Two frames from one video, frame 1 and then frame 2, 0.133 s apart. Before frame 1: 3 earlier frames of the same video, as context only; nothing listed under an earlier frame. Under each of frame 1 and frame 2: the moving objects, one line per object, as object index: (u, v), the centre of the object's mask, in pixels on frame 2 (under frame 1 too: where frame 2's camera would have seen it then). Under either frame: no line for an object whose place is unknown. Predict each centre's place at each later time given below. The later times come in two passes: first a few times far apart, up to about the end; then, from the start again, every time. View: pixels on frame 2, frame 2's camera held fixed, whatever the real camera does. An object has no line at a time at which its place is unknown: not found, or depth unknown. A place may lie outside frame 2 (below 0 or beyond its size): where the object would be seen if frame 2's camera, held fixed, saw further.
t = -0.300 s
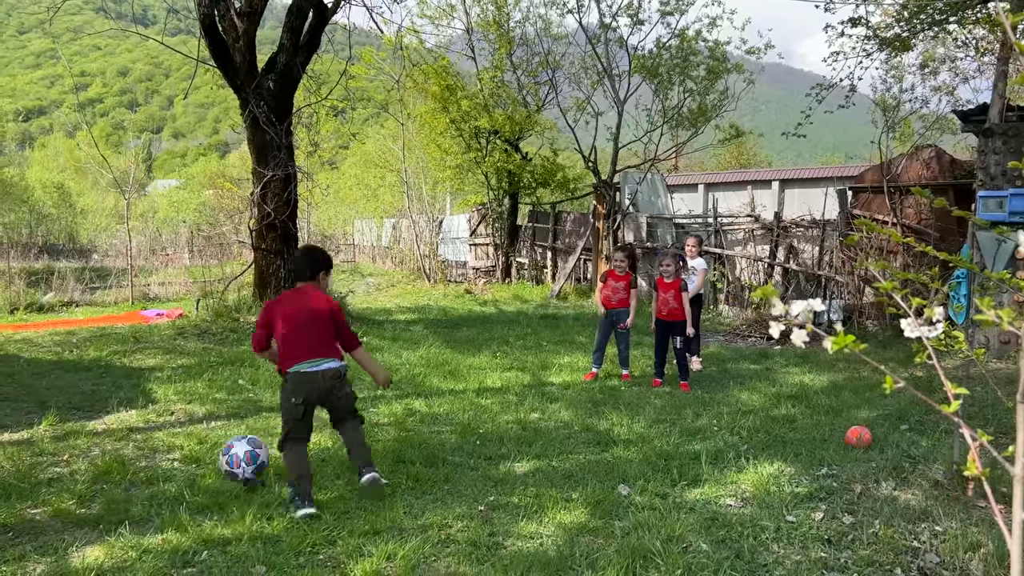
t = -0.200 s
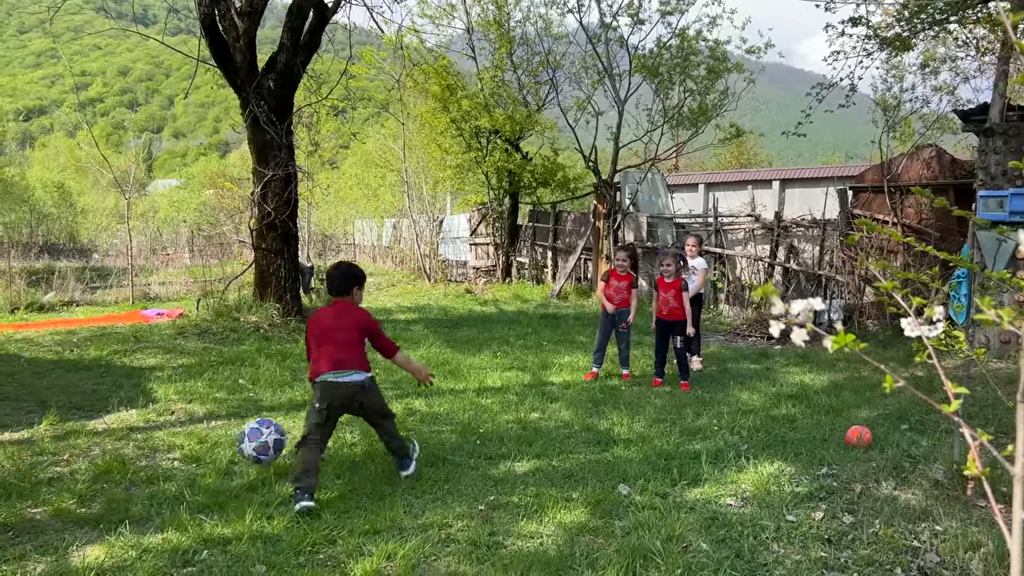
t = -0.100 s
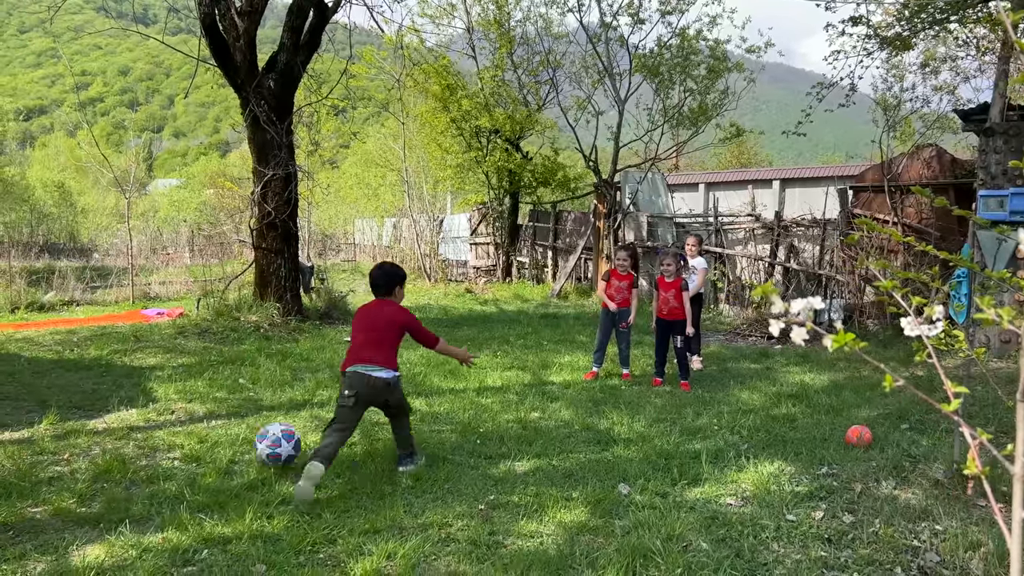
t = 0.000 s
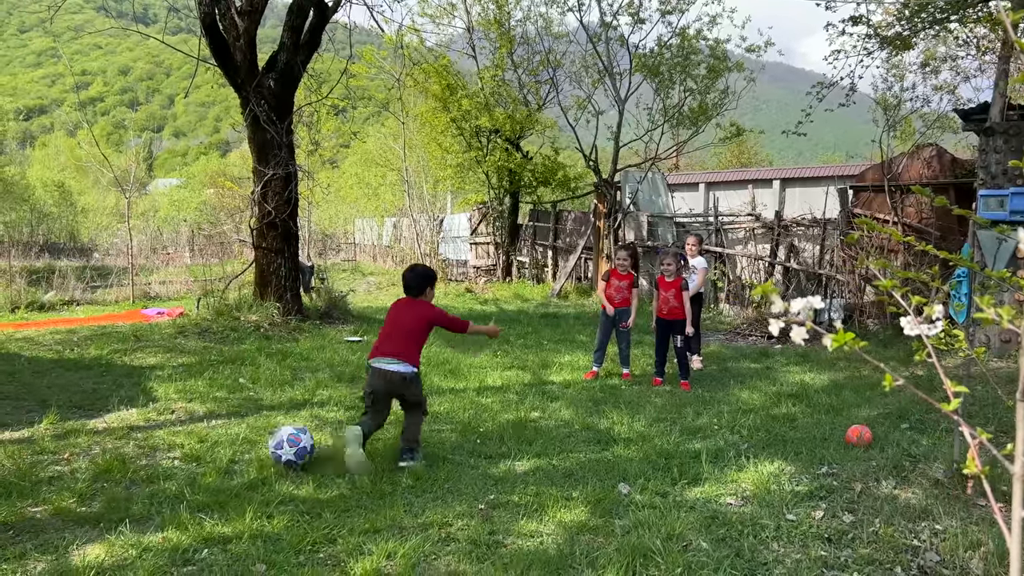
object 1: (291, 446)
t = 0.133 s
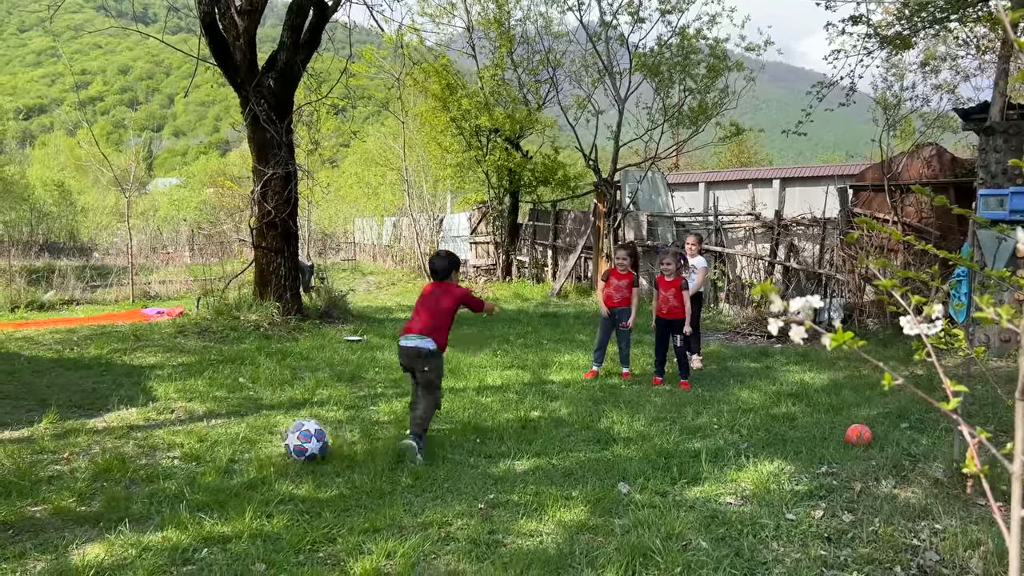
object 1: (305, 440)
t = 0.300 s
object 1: (322, 434)
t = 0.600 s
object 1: (344, 426)
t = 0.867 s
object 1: (348, 422)
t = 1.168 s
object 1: (348, 421)
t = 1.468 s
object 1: (347, 421)
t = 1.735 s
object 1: (343, 422)
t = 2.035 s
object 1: (341, 423)
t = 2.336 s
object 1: (341, 423)
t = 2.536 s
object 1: (342, 423)
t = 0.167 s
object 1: (309, 440)
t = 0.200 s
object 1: (313, 437)
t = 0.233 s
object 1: (316, 436)
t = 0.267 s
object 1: (319, 435)
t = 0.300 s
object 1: (322, 434)
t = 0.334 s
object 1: (325, 434)
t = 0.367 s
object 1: (328, 432)
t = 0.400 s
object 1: (330, 430)
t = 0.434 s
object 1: (334, 429)
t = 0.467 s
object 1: (335, 428)
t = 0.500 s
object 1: (337, 427)
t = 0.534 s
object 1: (340, 426)
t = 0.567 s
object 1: (341, 426)
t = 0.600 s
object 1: (344, 426)
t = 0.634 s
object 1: (345, 425)
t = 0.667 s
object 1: (346, 425)
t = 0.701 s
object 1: (347, 424)
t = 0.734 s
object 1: (347, 424)
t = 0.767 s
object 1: (347, 423)
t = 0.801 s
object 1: (348, 423)
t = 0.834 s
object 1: (348, 422)
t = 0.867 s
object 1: (348, 422)
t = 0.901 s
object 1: (348, 422)
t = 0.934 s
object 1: (348, 421)
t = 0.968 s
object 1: (348, 421)
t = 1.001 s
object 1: (348, 421)
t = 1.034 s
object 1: (348, 421)
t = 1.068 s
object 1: (348, 421)
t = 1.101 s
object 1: (348, 421)
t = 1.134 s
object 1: (348, 421)
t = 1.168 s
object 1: (348, 421)
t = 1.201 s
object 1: (348, 421)
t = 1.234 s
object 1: (348, 421)
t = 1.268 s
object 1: (348, 421)
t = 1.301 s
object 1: (348, 421)
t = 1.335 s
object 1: (348, 421)
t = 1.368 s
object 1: (348, 421)
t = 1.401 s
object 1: (348, 421)
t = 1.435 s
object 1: (348, 421)
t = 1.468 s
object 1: (347, 421)
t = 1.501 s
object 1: (347, 422)
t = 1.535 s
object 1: (347, 422)
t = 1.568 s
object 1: (347, 422)
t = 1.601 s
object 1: (346, 422)
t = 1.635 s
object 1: (345, 422)
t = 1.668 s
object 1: (344, 422)
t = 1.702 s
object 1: (344, 422)
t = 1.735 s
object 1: (343, 422)
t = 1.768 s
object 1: (342, 423)
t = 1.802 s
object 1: (342, 423)
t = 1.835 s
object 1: (341, 423)
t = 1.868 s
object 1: (341, 423)
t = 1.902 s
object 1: (341, 423)
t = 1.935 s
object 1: (341, 423)
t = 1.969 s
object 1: (341, 423)
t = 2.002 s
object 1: (341, 423)
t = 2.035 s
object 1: (341, 423)
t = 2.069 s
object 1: (341, 423)
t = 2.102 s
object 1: (341, 423)
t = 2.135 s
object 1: (341, 423)
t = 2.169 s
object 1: (341, 423)
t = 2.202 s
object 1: (341, 423)
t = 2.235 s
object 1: (341, 423)
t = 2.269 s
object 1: (341, 423)
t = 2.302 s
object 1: (341, 423)
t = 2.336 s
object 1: (341, 423)
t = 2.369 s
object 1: (341, 423)
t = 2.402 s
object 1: (341, 423)
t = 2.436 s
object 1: (341, 423)
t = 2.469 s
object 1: (341, 423)
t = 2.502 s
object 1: (342, 423)
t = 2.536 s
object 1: (342, 423)
